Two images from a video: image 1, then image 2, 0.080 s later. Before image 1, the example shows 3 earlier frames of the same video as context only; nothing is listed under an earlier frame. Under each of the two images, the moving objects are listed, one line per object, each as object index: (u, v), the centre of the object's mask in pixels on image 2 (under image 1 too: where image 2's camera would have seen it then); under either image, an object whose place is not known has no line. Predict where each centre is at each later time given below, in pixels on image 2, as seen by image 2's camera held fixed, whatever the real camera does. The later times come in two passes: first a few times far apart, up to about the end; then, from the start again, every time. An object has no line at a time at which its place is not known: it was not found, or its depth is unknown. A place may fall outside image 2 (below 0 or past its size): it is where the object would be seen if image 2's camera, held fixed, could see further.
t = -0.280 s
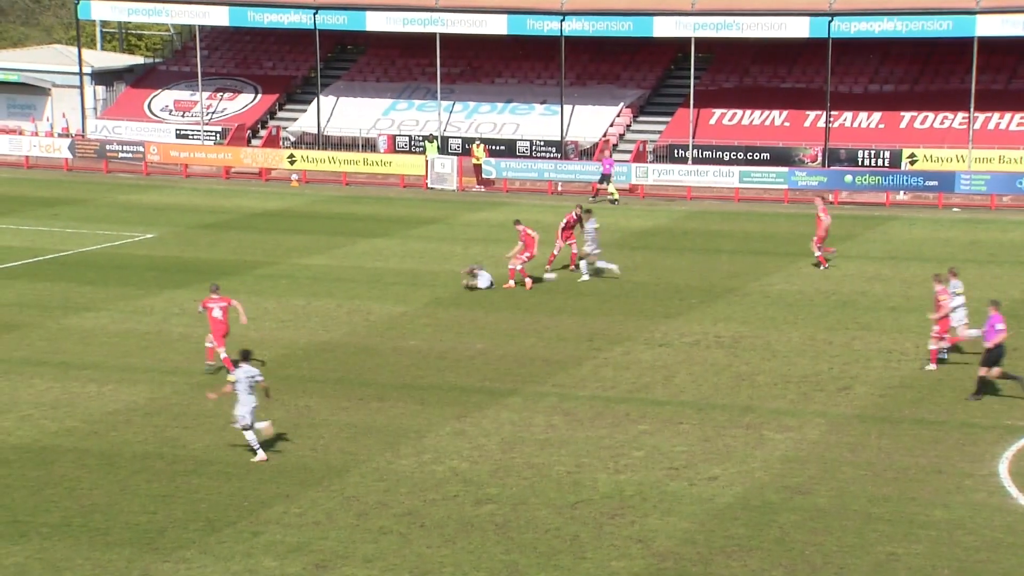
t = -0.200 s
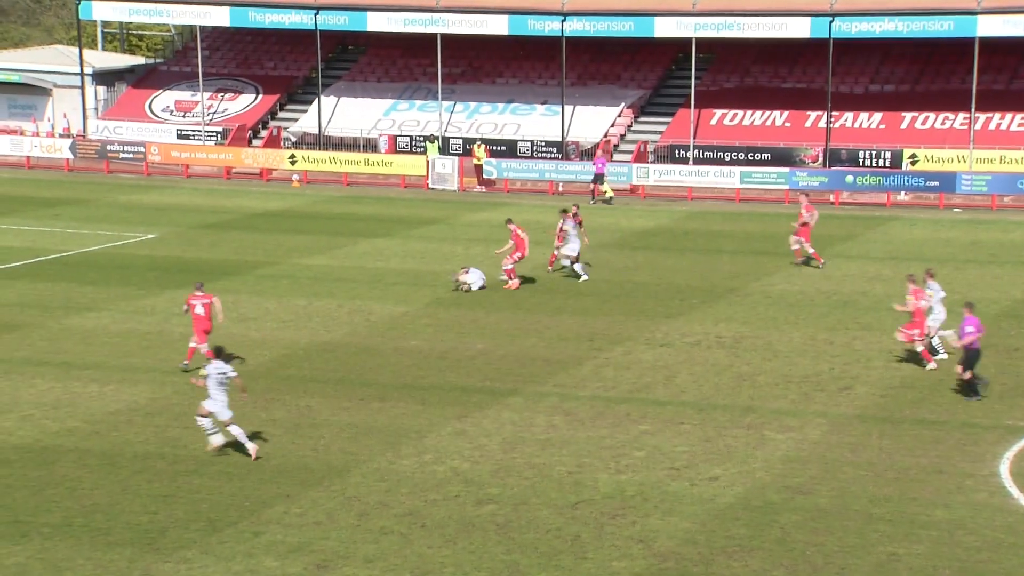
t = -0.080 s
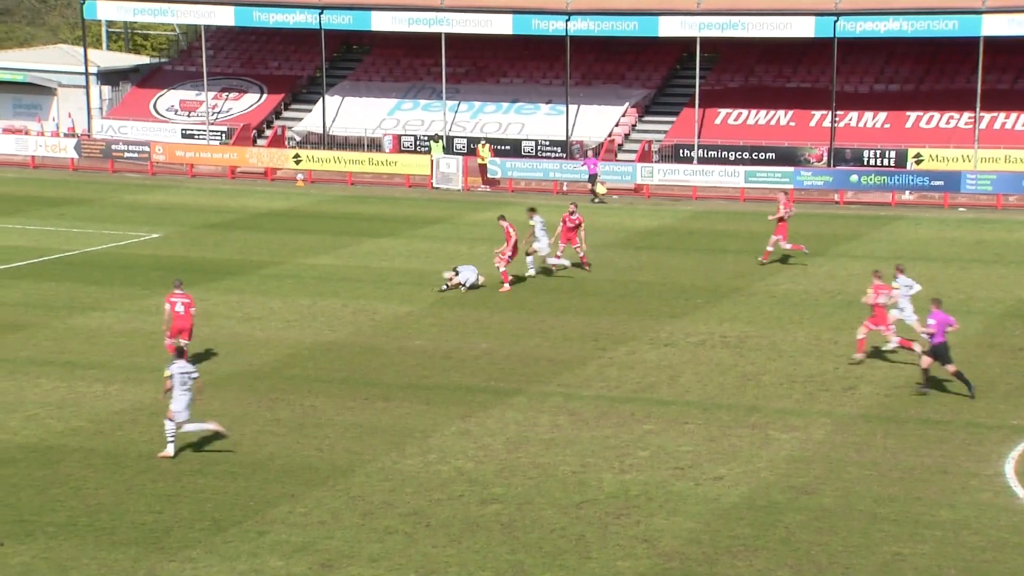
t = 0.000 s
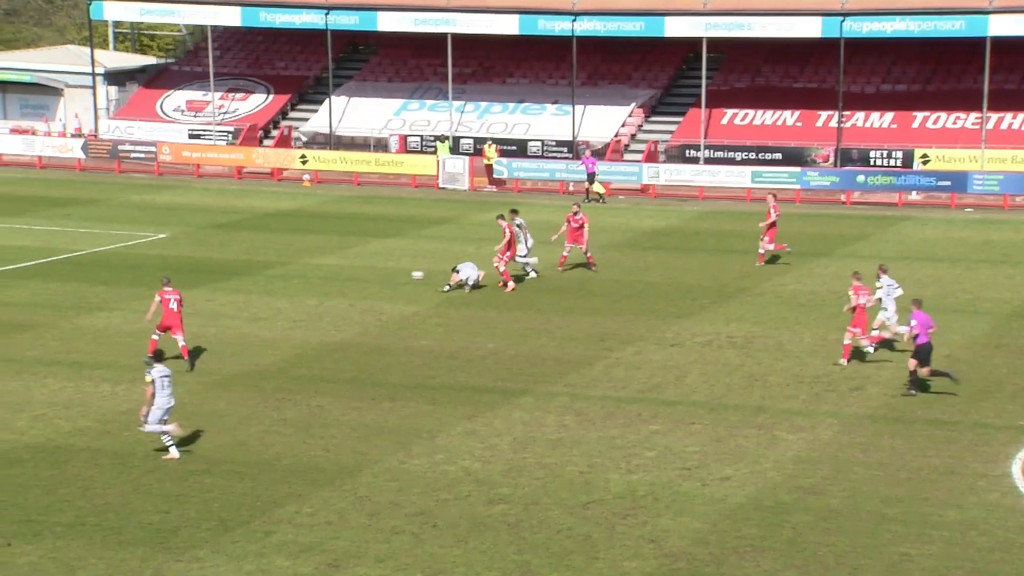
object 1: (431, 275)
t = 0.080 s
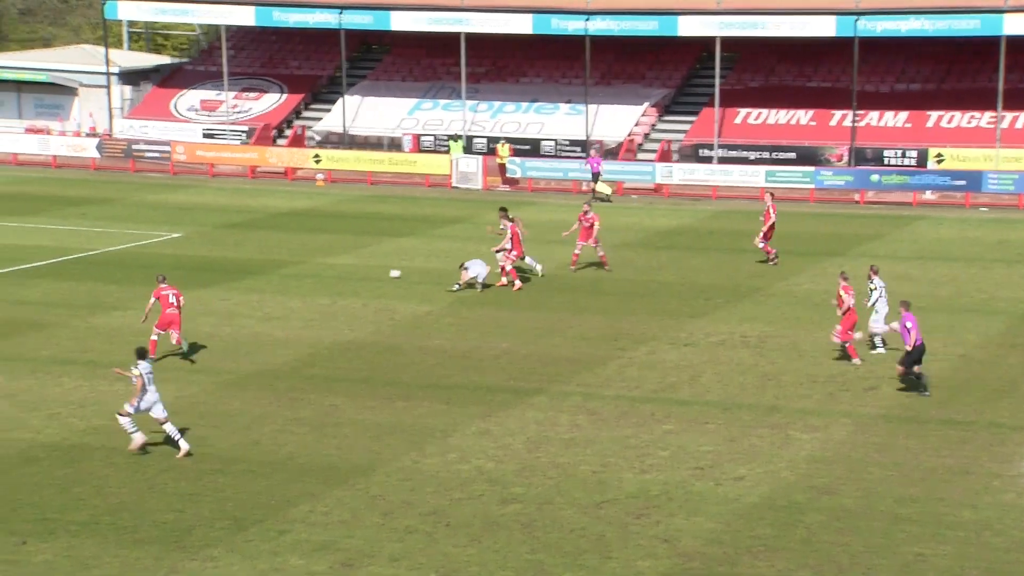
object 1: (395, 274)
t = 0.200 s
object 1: (345, 272)
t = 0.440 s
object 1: (254, 271)
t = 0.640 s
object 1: (188, 270)
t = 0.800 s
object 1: (140, 270)
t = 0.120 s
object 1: (378, 274)
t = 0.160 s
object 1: (361, 274)
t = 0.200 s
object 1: (345, 272)
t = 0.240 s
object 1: (330, 272)
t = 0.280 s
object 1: (314, 271)
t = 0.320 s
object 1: (299, 271)
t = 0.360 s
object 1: (283, 272)
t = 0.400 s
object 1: (269, 272)
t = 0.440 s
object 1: (254, 271)
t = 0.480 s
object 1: (241, 271)
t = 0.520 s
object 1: (227, 271)
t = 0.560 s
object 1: (213, 271)
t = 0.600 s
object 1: (201, 270)
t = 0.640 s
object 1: (188, 270)
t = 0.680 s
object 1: (175, 270)
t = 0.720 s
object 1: (163, 270)
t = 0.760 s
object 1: (152, 270)
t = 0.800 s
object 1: (140, 270)
